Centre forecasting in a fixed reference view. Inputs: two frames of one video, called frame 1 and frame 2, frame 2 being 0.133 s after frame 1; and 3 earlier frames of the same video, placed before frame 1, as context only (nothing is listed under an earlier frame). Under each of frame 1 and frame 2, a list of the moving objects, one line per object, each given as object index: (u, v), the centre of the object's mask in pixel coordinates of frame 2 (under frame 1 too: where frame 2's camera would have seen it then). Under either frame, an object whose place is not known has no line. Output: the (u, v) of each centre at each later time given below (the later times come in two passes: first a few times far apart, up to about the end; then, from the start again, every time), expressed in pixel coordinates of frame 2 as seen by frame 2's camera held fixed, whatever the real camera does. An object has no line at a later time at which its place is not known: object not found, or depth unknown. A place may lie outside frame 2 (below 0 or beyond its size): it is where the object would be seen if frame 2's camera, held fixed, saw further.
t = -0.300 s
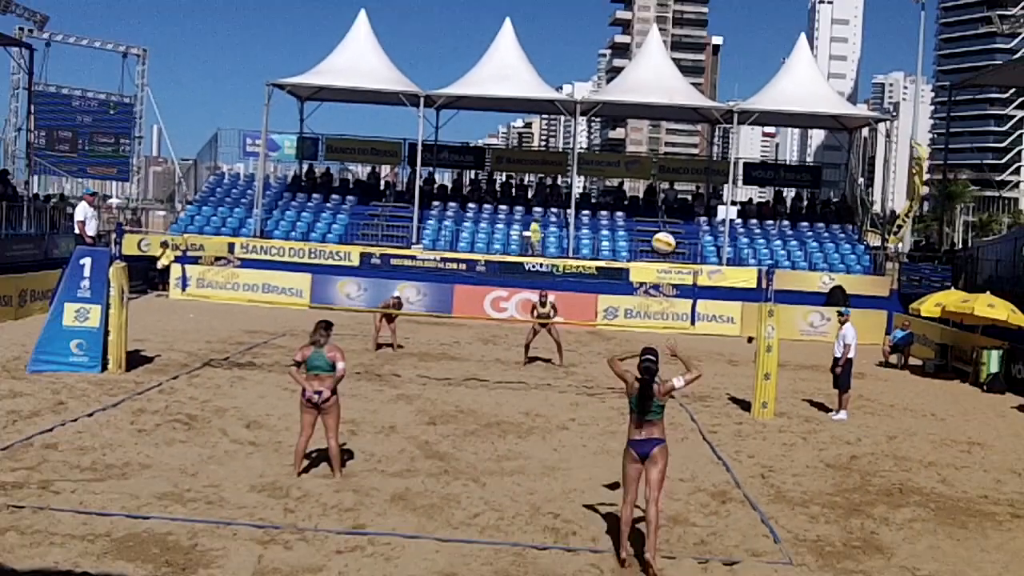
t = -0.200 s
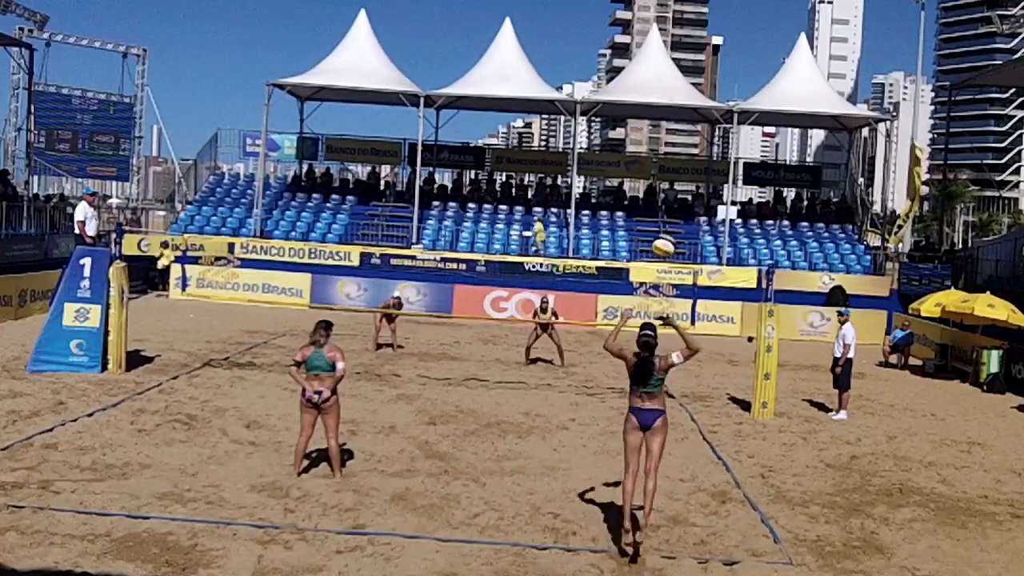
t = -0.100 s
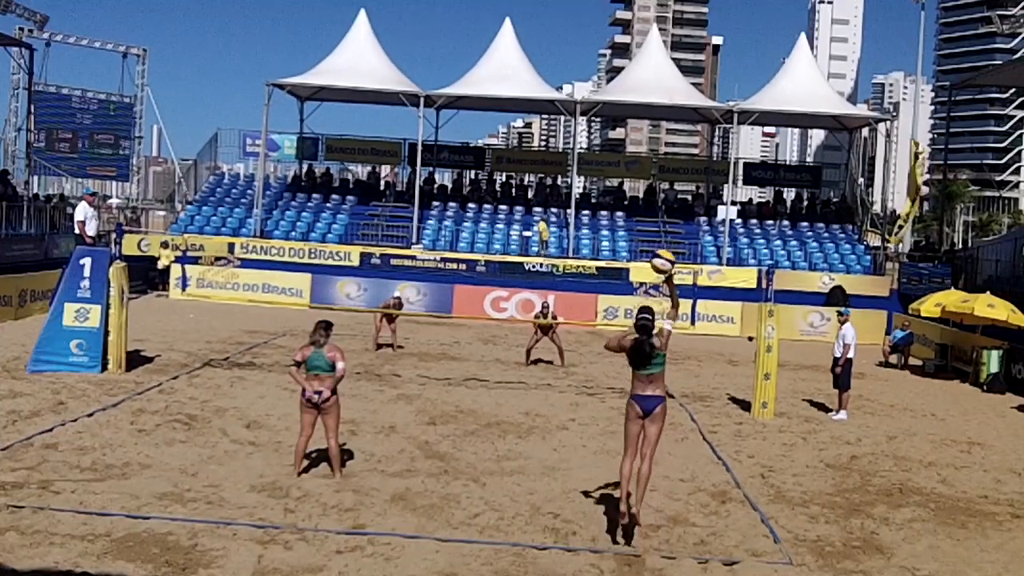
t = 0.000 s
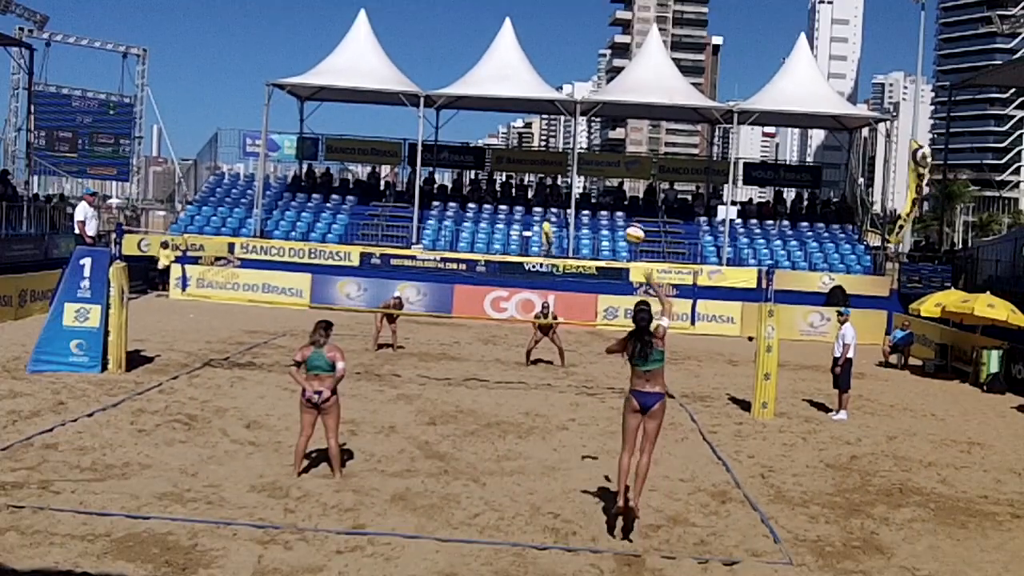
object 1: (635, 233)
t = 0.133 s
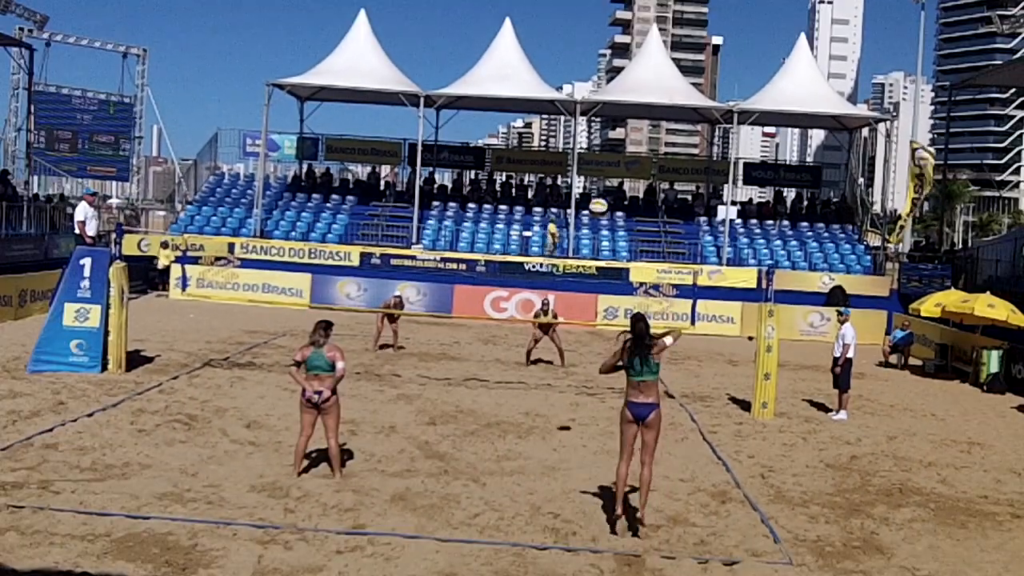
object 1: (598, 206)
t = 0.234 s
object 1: (578, 201)
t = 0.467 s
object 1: (544, 218)
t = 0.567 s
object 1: (534, 233)
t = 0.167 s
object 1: (591, 202)
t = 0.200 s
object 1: (584, 200)
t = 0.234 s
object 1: (578, 201)
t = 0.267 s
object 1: (572, 201)
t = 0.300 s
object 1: (566, 202)
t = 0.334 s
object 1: (561, 203)
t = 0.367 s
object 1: (556, 206)
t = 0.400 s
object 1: (552, 210)
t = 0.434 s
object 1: (550, 214)
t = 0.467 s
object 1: (544, 218)
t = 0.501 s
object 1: (541, 223)
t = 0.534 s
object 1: (537, 228)
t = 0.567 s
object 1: (534, 233)
